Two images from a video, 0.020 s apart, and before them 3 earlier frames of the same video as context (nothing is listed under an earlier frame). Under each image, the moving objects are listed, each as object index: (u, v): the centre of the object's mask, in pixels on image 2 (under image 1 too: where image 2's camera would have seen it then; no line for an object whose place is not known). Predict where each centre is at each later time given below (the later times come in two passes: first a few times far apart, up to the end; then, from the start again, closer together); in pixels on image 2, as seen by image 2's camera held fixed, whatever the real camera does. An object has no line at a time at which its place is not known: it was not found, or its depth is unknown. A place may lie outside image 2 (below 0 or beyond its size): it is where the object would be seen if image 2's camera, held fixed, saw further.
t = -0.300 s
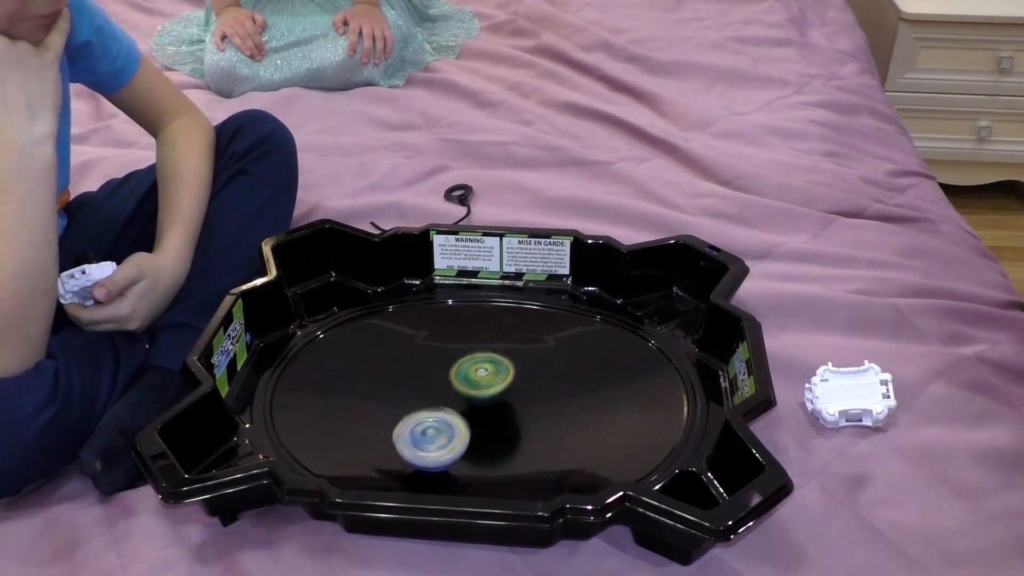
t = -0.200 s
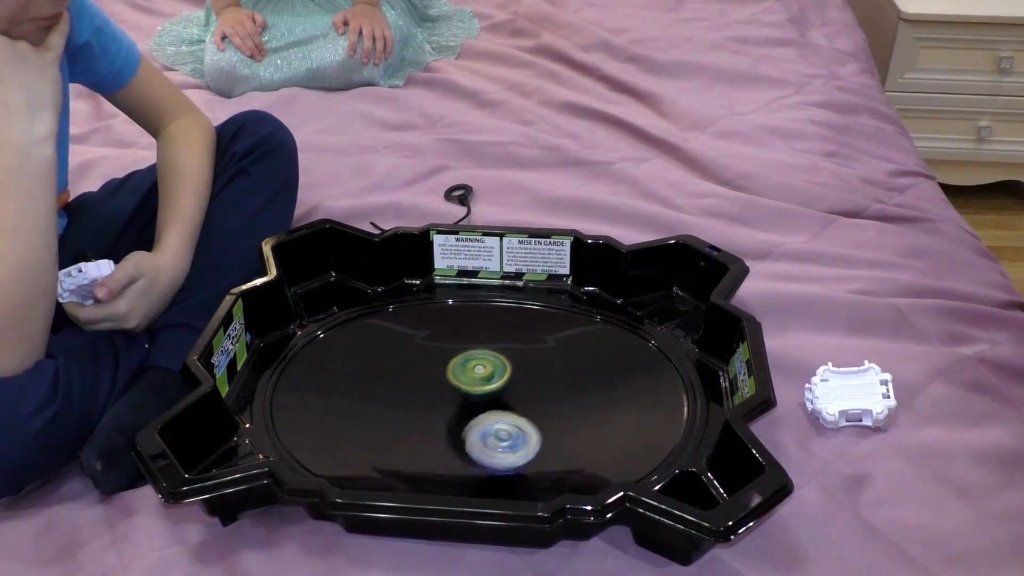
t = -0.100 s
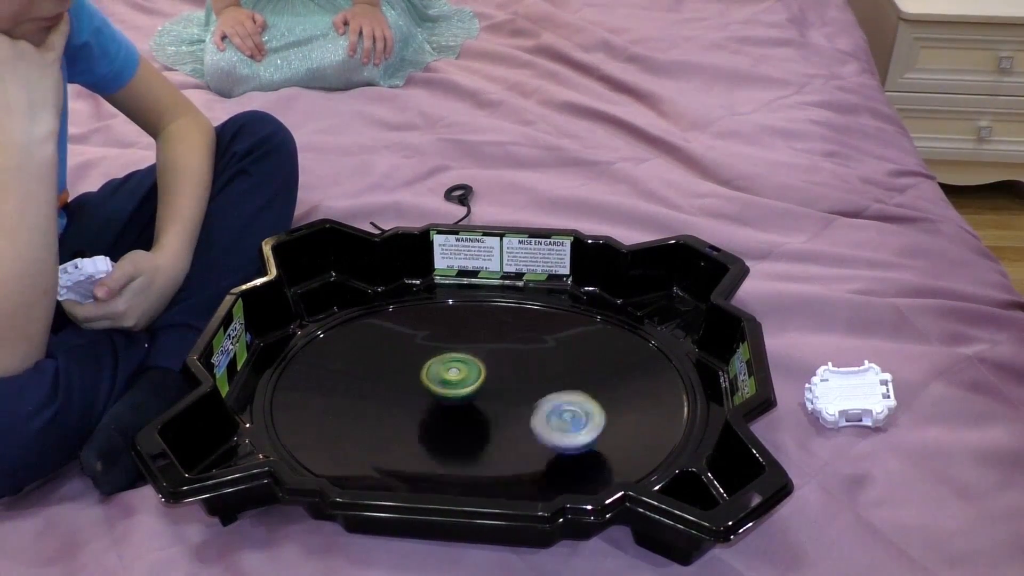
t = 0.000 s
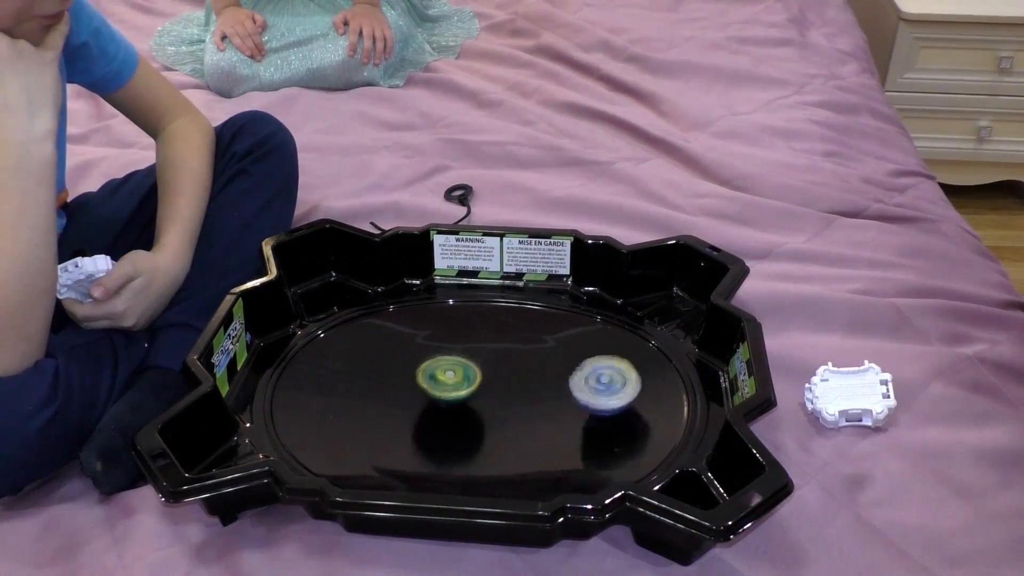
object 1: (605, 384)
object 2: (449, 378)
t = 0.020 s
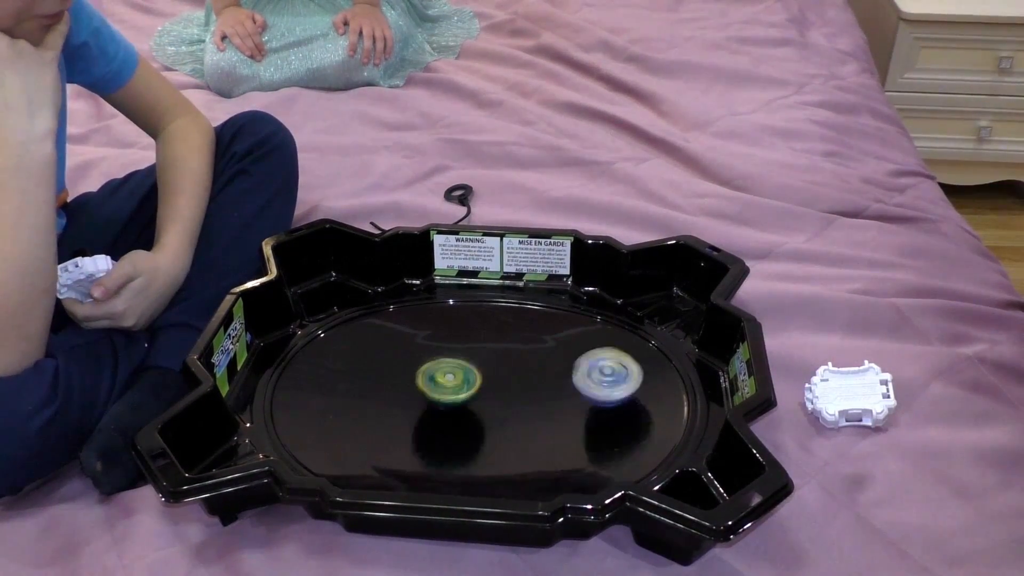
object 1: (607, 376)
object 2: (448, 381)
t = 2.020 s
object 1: (480, 383)
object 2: (409, 377)
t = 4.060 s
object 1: (563, 352)
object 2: (410, 372)
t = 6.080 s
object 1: (446, 353)
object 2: (510, 368)
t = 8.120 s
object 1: (416, 373)
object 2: (512, 384)
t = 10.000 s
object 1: (463, 368)
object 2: (535, 413)
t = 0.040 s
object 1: (607, 369)
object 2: (449, 383)
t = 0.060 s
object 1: (607, 362)
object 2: (450, 385)
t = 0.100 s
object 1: (601, 347)
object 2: (451, 388)
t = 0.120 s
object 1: (595, 342)
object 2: (451, 389)
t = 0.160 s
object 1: (581, 332)
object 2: (450, 391)
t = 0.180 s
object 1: (572, 327)
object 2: (449, 391)
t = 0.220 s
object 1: (552, 321)
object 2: (446, 390)
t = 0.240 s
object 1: (540, 319)
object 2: (446, 388)
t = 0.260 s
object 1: (528, 318)
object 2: (446, 386)
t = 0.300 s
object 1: (503, 319)
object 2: (449, 383)
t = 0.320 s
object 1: (490, 321)
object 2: (451, 382)
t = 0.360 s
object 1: (464, 327)
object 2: (455, 381)
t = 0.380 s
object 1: (453, 331)
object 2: (456, 382)
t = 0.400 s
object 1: (442, 335)
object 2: (456, 383)
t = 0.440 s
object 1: (419, 342)
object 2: (453, 388)
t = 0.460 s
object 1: (408, 344)
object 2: (452, 392)
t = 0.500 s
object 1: (391, 348)
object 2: (455, 398)
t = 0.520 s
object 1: (382, 352)
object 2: (457, 400)
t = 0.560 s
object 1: (370, 361)
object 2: (461, 401)
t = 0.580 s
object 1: (364, 365)
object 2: (463, 402)
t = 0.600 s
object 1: (359, 370)
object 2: (465, 401)
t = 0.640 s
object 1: (355, 381)
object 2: (470, 401)
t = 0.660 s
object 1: (354, 386)
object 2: (472, 400)
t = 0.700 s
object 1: (354, 398)
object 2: (477, 400)
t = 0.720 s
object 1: (357, 403)
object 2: (480, 399)
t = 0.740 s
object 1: (360, 407)
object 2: (483, 399)
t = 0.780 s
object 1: (368, 418)
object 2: (491, 400)
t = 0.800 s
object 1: (376, 422)
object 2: (495, 401)
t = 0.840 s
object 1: (389, 429)
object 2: (502, 401)
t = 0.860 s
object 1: (398, 433)
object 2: (504, 400)
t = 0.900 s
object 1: (417, 436)
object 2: (507, 399)
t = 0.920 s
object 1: (428, 438)
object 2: (507, 398)
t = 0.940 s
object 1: (440, 439)
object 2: (507, 397)
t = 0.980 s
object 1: (460, 438)
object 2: (507, 396)
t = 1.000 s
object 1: (469, 437)
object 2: (506, 395)
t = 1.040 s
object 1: (480, 440)
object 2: (515, 388)
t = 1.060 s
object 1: (486, 442)
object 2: (519, 385)
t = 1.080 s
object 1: (493, 441)
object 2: (521, 383)
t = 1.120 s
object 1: (505, 441)
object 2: (523, 380)
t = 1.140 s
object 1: (513, 438)
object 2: (522, 379)
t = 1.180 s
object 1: (524, 435)
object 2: (516, 378)
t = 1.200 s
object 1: (530, 430)
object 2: (511, 377)
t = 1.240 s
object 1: (541, 423)
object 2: (503, 374)
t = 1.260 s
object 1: (546, 417)
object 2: (501, 370)
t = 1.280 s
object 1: (548, 412)
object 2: (498, 367)
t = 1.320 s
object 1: (551, 401)
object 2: (493, 363)
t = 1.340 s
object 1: (550, 396)
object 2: (491, 363)
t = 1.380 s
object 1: (550, 385)
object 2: (488, 362)
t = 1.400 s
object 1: (550, 382)
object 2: (484, 361)
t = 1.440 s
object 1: (554, 375)
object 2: (473, 357)
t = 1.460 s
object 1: (556, 373)
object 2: (469, 356)
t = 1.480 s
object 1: (555, 370)
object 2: (465, 355)
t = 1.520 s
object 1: (551, 364)
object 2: (458, 354)
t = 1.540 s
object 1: (546, 361)
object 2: (456, 354)
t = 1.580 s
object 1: (537, 356)
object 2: (451, 355)
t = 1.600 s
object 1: (532, 355)
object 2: (449, 355)
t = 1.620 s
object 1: (526, 352)
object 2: (447, 355)
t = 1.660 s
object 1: (512, 350)
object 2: (442, 356)
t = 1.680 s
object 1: (507, 350)
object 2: (438, 356)
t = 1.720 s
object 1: (504, 350)
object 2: (425, 358)
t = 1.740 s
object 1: (503, 352)
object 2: (419, 359)
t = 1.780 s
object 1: (499, 354)
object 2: (411, 363)
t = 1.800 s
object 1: (496, 355)
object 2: (409, 365)
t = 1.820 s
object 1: (493, 358)
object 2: (407, 367)
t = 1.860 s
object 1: (488, 362)
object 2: (405, 369)
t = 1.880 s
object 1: (487, 364)
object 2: (405, 370)
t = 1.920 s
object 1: (483, 369)
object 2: (406, 372)
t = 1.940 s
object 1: (481, 372)
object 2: (406, 373)
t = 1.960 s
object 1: (481, 375)
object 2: (406, 374)
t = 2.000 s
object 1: (480, 380)
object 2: (408, 376)
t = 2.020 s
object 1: (480, 383)
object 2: (409, 377)
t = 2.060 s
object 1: (483, 388)
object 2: (411, 378)
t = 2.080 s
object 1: (487, 391)
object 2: (413, 379)
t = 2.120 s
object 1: (492, 397)
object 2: (417, 380)
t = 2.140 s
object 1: (494, 399)
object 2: (419, 381)
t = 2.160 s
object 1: (499, 401)
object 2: (421, 381)
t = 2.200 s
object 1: (506, 405)
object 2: (425, 382)
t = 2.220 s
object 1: (510, 406)
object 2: (428, 382)
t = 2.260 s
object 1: (518, 407)
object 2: (433, 383)
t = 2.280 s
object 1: (524, 407)
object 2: (435, 383)
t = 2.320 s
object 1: (532, 405)
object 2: (441, 384)
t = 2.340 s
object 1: (535, 404)
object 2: (444, 384)
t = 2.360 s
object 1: (540, 403)
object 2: (446, 384)
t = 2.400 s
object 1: (544, 399)
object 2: (450, 385)
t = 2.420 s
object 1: (545, 397)
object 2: (453, 385)
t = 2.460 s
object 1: (547, 392)
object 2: (456, 384)
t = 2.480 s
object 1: (546, 389)
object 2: (458, 384)
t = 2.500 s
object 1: (546, 388)
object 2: (461, 384)
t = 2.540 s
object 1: (542, 383)
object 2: (464, 383)
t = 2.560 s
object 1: (538, 380)
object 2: (465, 383)
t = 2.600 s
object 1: (537, 376)
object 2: (463, 383)
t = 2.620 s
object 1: (541, 375)
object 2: (459, 382)
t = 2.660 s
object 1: (543, 370)
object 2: (455, 382)
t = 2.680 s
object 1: (543, 368)
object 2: (455, 383)
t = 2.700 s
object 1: (542, 366)
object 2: (454, 383)
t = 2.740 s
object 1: (539, 363)
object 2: (454, 383)
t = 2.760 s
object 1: (538, 363)
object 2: (454, 384)
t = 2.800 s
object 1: (532, 361)
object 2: (453, 384)
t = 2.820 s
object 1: (527, 360)
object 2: (453, 384)
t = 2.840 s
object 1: (524, 360)
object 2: (453, 384)
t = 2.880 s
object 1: (516, 361)
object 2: (453, 384)
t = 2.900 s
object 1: (515, 361)
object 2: (449, 384)
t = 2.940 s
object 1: (514, 360)
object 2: (442, 387)
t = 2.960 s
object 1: (514, 360)
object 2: (439, 387)
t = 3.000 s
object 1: (514, 360)
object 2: (436, 389)
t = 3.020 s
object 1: (511, 361)
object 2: (435, 389)
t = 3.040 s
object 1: (512, 361)
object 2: (433, 389)
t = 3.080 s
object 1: (508, 363)
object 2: (432, 390)
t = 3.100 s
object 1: (508, 364)
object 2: (431, 390)
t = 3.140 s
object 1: (503, 367)
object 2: (429, 391)
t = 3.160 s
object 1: (502, 370)
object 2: (429, 392)
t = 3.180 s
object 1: (500, 372)
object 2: (428, 391)
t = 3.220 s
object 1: (496, 377)
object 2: (427, 392)
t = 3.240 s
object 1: (496, 379)
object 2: (426, 392)
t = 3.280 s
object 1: (495, 385)
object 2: (425, 392)
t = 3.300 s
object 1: (498, 387)
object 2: (424, 392)
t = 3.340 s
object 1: (501, 392)
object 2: (423, 392)
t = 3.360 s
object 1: (506, 395)
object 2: (423, 392)
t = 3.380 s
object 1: (508, 398)
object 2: (423, 392)
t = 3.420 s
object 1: (515, 402)
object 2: (423, 392)
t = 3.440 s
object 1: (518, 403)
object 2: (424, 391)
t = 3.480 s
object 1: (527, 403)
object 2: (425, 390)
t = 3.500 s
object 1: (530, 403)
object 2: (426, 390)
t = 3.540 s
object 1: (538, 401)
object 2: (428, 389)
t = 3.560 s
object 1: (540, 399)
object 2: (430, 388)
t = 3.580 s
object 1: (543, 397)
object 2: (431, 387)
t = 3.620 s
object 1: (545, 393)
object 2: (434, 386)
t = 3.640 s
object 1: (546, 390)
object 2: (436, 385)
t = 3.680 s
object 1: (544, 385)
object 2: (439, 384)
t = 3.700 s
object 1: (542, 382)
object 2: (441, 383)
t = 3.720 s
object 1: (539, 380)
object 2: (442, 382)
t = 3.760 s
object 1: (530, 376)
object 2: (446, 381)
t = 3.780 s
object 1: (526, 374)
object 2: (448, 380)
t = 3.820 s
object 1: (518, 371)
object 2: (446, 379)
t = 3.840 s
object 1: (525, 370)
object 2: (436, 378)
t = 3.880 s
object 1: (536, 367)
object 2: (425, 376)
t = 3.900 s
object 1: (541, 365)
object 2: (420, 375)
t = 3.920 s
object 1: (547, 364)
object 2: (418, 375)
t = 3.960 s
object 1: (554, 360)
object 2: (414, 374)
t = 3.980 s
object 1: (557, 358)
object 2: (413, 374)
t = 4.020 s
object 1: (562, 356)
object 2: (411, 372)
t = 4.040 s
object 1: (562, 354)
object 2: (410, 372)
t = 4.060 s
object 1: (563, 352)
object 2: (410, 372)
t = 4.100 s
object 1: (563, 351)
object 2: (409, 371)
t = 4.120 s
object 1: (561, 351)
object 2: (408, 370)
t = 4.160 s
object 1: (558, 350)
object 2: (408, 369)
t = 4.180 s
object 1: (555, 352)
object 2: (408, 369)
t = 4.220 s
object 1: (547, 353)
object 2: (409, 368)
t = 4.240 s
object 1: (543, 354)
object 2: (409, 367)
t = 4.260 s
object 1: (539, 357)
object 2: (410, 368)
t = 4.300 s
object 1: (529, 362)
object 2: (411, 367)
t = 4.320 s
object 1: (525, 365)
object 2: (413, 368)
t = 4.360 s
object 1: (516, 373)
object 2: (416, 367)
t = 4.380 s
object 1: (512, 376)
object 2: (418, 368)
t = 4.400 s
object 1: (509, 380)
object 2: (420, 367)
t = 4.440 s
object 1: (505, 388)
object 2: (424, 368)
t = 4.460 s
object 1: (501, 391)
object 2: (426, 368)
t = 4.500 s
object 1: (499, 398)
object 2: (431, 370)
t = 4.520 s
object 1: (499, 403)
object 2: (432, 370)
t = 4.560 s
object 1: (496, 410)
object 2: (438, 371)
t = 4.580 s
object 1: (497, 413)
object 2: (440, 372)
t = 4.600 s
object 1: (498, 415)
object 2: (443, 373)
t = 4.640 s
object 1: (499, 422)
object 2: (447, 375)
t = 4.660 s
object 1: (500, 423)
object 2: (450, 376)
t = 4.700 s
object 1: (504, 427)
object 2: (455, 378)
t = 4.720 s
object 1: (506, 430)
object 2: (457, 379)
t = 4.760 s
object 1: (510, 430)
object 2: (462, 381)
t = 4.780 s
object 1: (512, 430)
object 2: (465, 382)
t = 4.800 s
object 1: (515, 430)
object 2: (468, 383)
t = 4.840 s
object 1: (519, 429)
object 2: (473, 384)
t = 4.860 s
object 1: (519, 427)
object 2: (476, 385)
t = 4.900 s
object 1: (523, 428)
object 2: (480, 381)
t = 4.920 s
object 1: (530, 436)
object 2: (480, 369)
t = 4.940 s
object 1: (534, 443)
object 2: (480, 360)
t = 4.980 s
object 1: (544, 454)
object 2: (481, 347)
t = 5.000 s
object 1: (546, 459)
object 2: (482, 342)
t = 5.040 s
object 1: (551, 465)
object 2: (483, 338)
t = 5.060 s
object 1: (554, 466)
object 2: (483, 337)
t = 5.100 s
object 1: (556, 467)
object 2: (483, 333)
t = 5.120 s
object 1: (556, 468)
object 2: (483, 332)
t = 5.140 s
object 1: (557, 467)
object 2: (483, 331)
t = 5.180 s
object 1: (557, 467)
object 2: (484, 329)
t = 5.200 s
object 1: (556, 466)
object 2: (485, 329)
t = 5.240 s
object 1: (553, 463)
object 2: (486, 329)
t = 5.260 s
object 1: (551, 460)
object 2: (487, 329)
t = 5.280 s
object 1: (548, 457)
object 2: (487, 329)
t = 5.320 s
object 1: (542, 451)
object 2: (488, 331)
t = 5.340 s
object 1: (539, 448)
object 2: (489, 332)
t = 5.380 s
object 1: (530, 440)
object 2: (490, 335)
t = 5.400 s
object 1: (526, 436)
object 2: (490, 337)
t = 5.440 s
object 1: (516, 428)
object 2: (490, 340)
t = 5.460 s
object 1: (511, 424)
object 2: (491, 342)
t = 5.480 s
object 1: (506, 419)
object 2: (490, 345)
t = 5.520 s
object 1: (497, 409)
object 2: (490, 350)
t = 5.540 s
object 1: (491, 404)
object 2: (490, 352)
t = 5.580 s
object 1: (479, 401)
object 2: (494, 348)
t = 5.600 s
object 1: (472, 401)
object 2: (496, 345)
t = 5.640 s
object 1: (460, 399)
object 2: (498, 342)
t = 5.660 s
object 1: (456, 398)
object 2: (498, 341)
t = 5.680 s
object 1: (452, 395)
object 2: (498, 342)
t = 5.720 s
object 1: (446, 391)
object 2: (497, 343)
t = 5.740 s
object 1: (444, 389)
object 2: (496, 345)
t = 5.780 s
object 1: (442, 383)
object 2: (495, 348)
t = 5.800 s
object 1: (440, 381)
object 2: (497, 349)
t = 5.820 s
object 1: (437, 377)
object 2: (498, 350)
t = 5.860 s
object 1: (432, 373)
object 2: (501, 352)
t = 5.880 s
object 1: (430, 372)
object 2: (502, 353)
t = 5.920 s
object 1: (430, 368)
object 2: (504, 355)
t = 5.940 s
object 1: (431, 366)
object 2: (506, 357)
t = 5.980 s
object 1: (433, 361)
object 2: (507, 360)
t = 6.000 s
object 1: (435, 359)
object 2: (508, 362)
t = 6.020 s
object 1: (437, 357)
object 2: (509, 363)
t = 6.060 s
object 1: (443, 354)
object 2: (509, 366)
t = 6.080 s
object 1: (446, 353)
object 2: (510, 368)
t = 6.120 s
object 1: (450, 347)
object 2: (512, 373)
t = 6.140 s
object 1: (448, 344)
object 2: (515, 377)
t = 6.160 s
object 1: (449, 342)
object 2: (518, 380)
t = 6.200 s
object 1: (449, 339)
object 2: (520, 387)
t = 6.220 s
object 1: (451, 338)
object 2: (520, 389)
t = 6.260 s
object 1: (455, 335)
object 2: (519, 392)
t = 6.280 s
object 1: (456, 333)
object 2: (518, 394)
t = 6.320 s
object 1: (461, 332)
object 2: (516, 397)
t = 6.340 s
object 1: (464, 332)
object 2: (515, 399)
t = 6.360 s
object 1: (468, 332)
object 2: (513, 400)
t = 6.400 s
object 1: (474, 331)
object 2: (509, 403)
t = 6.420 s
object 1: (477, 332)
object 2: (507, 404)
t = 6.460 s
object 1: (484, 334)
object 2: (502, 406)
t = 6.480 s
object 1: (488, 335)
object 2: (499, 406)
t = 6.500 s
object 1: (492, 337)
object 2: (497, 407)
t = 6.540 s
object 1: (498, 340)
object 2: (491, 406)
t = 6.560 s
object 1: (501, 343)
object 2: (488, 407)
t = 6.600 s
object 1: (508, 348)
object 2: (483, 406)
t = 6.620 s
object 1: (510, 350)
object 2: (481, 405)
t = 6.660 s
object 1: (514, 356)
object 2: (476, 403)
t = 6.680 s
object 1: (516, 358)
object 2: (474, 401)
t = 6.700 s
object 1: (518, 362)
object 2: (472, 400)
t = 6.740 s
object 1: (524, 366)
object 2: (467, 397)
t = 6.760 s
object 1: (528, 367)
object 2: (460, 394)
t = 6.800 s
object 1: (537, 370)
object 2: (453, 392)
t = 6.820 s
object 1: (541, 371)
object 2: (452, 389)
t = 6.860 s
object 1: (547, 374)
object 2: (451, 386)
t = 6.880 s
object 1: (549, 376)
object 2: (448, 384)
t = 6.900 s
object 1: (550, 379)
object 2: (447, 382)
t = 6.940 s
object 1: (554, 383)
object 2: (447, 377)
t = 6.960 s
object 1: (555, 385)
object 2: (447, 376)
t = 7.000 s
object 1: (555, 389)
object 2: (448, 372)
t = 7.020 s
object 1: (556, 391)
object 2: (448, 370)
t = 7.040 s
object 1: (556, 394)
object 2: (449, 367)
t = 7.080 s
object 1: (556, 397)
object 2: (453, 365)
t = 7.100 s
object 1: (554, 400)
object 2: (454, 363)
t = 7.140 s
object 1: (552, 405)
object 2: (458, 361)
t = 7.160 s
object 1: (551, 407)
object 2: (460, 360)
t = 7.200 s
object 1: (545, 410)
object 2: (465, 359)
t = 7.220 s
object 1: (543, 412)
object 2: (467, 358)
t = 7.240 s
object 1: (540, 414)
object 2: (470, 358)
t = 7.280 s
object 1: (535, 417)
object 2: (474, 359)
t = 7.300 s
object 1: (530, 418)
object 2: (476, 359)
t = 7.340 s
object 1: (522, 421)
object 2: (481, 361)
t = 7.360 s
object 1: (519, 422)
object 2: (482, 362)
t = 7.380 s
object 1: (515, 422)
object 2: (485, 363)
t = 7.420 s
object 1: (505, 423)
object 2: (488, 366)
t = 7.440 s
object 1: (501, 423)
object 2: (489, 367)
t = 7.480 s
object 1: (493, 422)
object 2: (491, 371)
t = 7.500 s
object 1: (486, 424)
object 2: (494, 369)
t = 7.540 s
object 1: (477, 427)
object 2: (496, 369)
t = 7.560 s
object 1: (474, 427)
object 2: (498, 371)
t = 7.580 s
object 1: (469, 427)
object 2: (497, 372)
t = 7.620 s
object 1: (460, 427)
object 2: (497, 375)
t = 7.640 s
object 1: (458, 427)
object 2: (496, 376)
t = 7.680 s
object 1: (450, 424)
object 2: (495, 378)
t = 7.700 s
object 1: (446, 422)
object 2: (494, 379)
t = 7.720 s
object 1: (444, 421)
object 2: (494, 380)
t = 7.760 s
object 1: (437, 417)
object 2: (495, 381)
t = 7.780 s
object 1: (434, 416)
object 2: (496, 381)
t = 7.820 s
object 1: (430, 412)
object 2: (495, 382)
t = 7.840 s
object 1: (428, 409)
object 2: (495, 382)
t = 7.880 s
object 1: (424, 404)
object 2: (494, 383)
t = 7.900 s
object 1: (425, 403)
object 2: (494, 383)
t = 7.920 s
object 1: (425, 399)
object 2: (493, 383)
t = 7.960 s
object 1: (416, 393)
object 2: (500, 384)
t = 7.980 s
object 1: (414, 391)
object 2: (503, 384)
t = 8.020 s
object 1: (410, 384)
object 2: (507, 384)
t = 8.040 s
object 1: (410, 381)
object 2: (508, 384)
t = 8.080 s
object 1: (413, 376)
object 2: (509, 385)
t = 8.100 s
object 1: (414, 374)
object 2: (510, 385)
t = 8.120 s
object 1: (416, 373)
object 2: (512, 384)
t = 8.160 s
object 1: (421, 369)
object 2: (514, 386)
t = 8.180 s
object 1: (423, 367)
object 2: (514, 387)
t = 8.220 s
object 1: (430, 366)
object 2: (514, 388)
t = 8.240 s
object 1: (432, 364)
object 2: (514, 388)
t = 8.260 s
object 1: (435, 363)
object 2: (514, 389)
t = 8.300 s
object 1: (442, 363)
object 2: (514, 390)
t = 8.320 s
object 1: (445, 363)
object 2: (513, 390)
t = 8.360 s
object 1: (451, 364)
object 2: (511, 391)
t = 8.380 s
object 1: (455, 364)
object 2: (511, 392)
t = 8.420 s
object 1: (457, 362)
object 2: (512, 396)
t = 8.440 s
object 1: (458, 362)
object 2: (513, 398)
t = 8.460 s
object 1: (459, 361)
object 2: (513, 399)
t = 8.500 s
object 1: (464, 362)
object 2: (511, 400)
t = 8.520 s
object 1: (467, 363)
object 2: (512, 400)
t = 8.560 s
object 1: (470, 364)
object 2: (512, 400)
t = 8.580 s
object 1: (472, 364)
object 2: (513, 404)
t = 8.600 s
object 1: (473, 363)
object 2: (512, 406)
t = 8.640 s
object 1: (476, 365)
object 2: (508, 409)
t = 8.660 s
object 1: (478, 366)
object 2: (508, 407)
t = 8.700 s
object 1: (481, 368)
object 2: (511, 407)
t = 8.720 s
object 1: (480, 365)
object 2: (511, 411)
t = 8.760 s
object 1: (480, 361)
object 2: (508, 418)
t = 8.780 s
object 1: (480, 358)
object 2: (506, 421)
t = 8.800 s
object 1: (481, 357)
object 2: (504, 421)
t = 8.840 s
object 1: (478, 355)
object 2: (502, 421)
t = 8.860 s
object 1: (477, 353)
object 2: (501, 420)
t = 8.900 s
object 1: (473, 352)
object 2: (502, 420)
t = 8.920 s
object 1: (472, 351)
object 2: (501, 420)
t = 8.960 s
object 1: (468, 352)
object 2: (499, 418)
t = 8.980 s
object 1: (468, 353)
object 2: (498, 417)
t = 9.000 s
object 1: (467, 354)
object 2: (498, 416)
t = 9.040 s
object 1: (464, 357)
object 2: (499, 412)
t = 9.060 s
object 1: (463, 358)
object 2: (501, 411)
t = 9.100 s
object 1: (461, 362)
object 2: (502, 409)
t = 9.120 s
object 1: (461, 364)
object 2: (503, 408)
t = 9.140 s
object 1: (461, 366)
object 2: (504, 407)
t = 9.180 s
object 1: (459, 370)
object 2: (506, 403)
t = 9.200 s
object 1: (458, 372)
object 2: (510, 404)
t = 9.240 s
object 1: (456, 372)
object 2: (513, 407)
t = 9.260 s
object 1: (456, 373)
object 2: (514, 405)
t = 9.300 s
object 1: (454, 373)
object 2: (518, 402)
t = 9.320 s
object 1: (451, 373)
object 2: (520, 403)
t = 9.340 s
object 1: (451, 373)
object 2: (522, 402)
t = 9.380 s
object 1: (451, 373)
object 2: (524, 403)
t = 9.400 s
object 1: (451, 373)
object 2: (525, 403)
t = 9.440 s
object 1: (451, 373)
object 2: (526, 403)
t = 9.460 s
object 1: (451, 374)
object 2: (527, 402)
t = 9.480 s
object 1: (451, 374)
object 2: (528, 402)
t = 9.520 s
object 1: (453, 375)
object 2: (529, 401)
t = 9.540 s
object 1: (452, 377)
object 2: (529, 402)
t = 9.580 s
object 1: (453, 378)
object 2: (528, 401)
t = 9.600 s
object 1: (456, 379)
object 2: (528, 401)
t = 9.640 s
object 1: (459, 381)
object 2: (527, 401)
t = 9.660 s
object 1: (460, 381)
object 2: (527, 401)
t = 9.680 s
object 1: (464, 382)
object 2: (527, 400)
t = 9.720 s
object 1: (465, 382)
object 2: (530, 400)
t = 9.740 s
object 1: (464, 382)
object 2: (530, 401)
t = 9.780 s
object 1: (466, 380)
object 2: (528, 401)
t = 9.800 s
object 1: (467, 379)
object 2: (528, 404)
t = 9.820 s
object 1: (466, 379)
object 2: (527, 404)
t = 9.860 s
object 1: (466, 377)
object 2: (526, 404)
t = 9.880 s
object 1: (464, 374)
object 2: (528, 408)
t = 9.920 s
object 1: (463, 370)
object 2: (532, 408)
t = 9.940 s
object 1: (464, 370)
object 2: (534, 409)
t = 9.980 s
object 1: (464, 367)
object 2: (535, 411)
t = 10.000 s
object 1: (463, 368)
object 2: (535, 413)
